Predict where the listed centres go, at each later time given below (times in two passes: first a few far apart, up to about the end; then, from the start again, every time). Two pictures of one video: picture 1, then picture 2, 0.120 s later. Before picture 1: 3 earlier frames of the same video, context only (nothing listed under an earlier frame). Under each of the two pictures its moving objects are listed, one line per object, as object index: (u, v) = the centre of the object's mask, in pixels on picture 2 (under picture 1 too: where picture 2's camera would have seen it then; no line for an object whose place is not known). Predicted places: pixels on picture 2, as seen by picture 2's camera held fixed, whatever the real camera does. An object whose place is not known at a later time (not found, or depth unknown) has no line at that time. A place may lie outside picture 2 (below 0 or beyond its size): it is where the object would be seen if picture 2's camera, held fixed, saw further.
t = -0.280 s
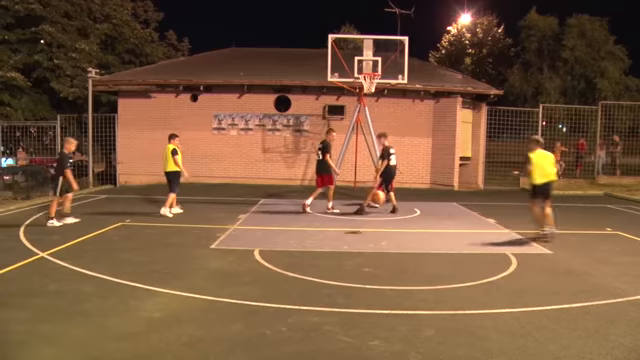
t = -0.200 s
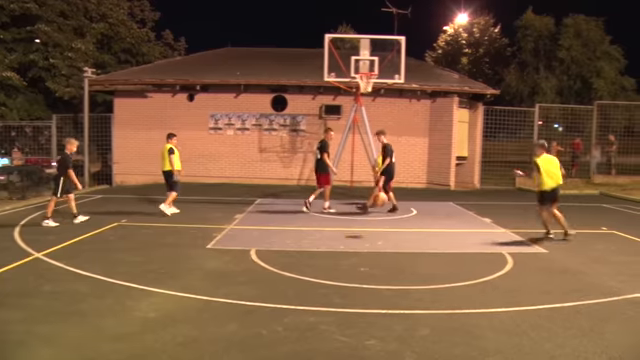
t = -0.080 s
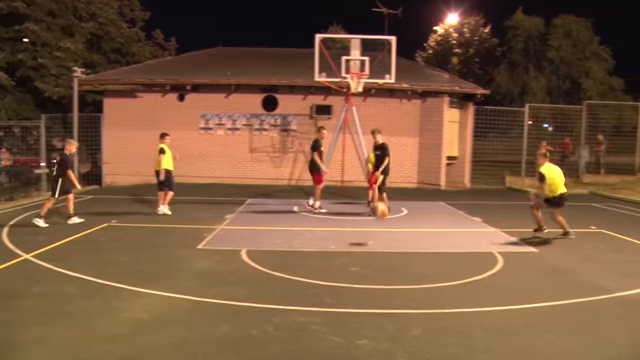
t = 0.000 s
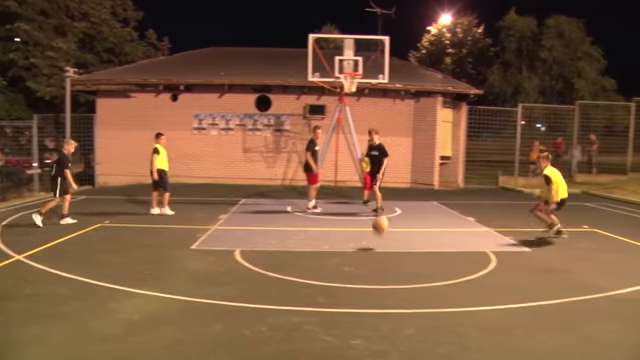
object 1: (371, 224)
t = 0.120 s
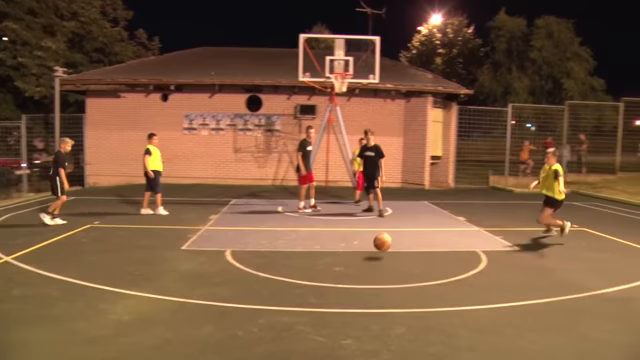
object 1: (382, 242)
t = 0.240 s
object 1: (396, 237)
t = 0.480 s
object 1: (434, 265)
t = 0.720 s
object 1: (490, 299)
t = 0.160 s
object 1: (387, 240)
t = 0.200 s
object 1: (392, 238)
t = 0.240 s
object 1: (396, 237)
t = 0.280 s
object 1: (402, 237)
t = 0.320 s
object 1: (408, 239)
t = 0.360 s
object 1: (413, 244)
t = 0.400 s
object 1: (420, 248)
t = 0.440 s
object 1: (427, 255)
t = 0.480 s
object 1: (434, 265)
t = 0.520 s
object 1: (441, 275)
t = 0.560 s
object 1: (450, 292)
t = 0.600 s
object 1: (459, 299)
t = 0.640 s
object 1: (468, 297)
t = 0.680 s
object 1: (478, 297)
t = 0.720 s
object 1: (490, 299)
